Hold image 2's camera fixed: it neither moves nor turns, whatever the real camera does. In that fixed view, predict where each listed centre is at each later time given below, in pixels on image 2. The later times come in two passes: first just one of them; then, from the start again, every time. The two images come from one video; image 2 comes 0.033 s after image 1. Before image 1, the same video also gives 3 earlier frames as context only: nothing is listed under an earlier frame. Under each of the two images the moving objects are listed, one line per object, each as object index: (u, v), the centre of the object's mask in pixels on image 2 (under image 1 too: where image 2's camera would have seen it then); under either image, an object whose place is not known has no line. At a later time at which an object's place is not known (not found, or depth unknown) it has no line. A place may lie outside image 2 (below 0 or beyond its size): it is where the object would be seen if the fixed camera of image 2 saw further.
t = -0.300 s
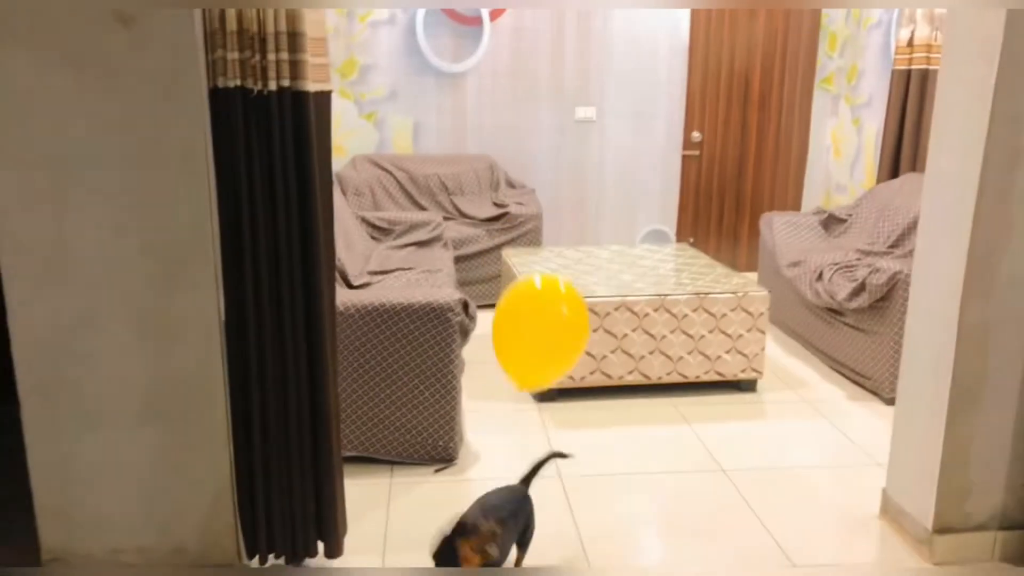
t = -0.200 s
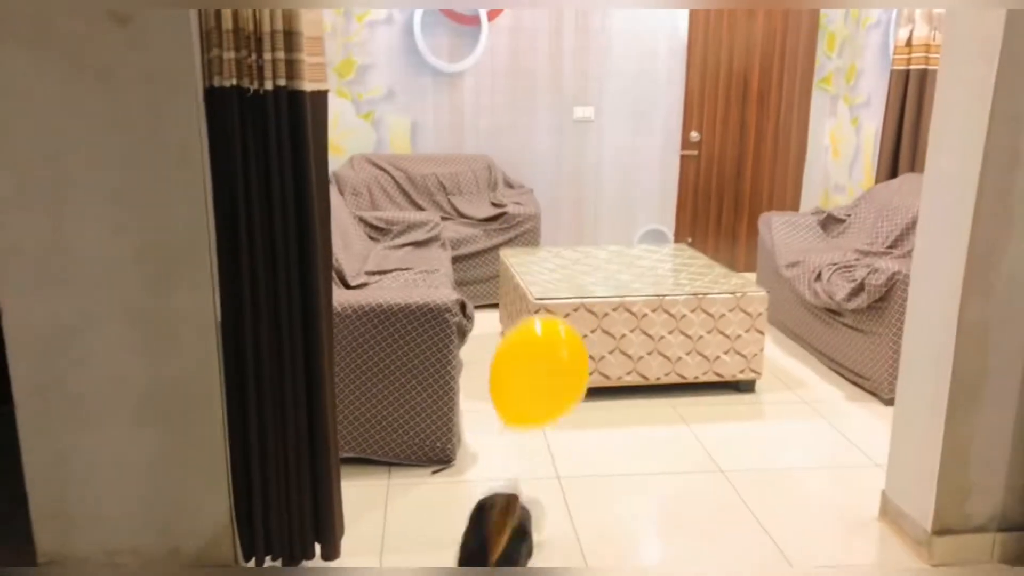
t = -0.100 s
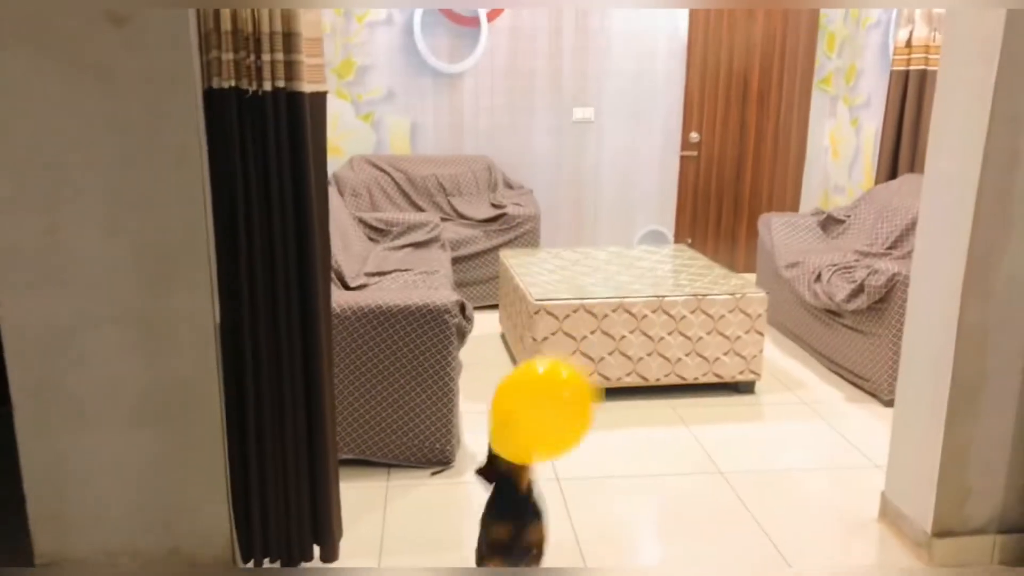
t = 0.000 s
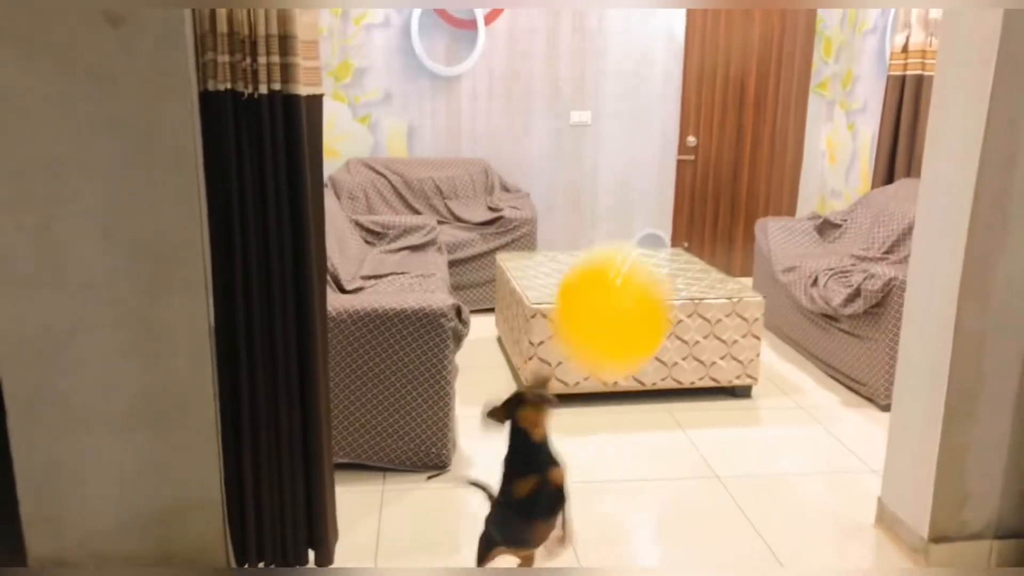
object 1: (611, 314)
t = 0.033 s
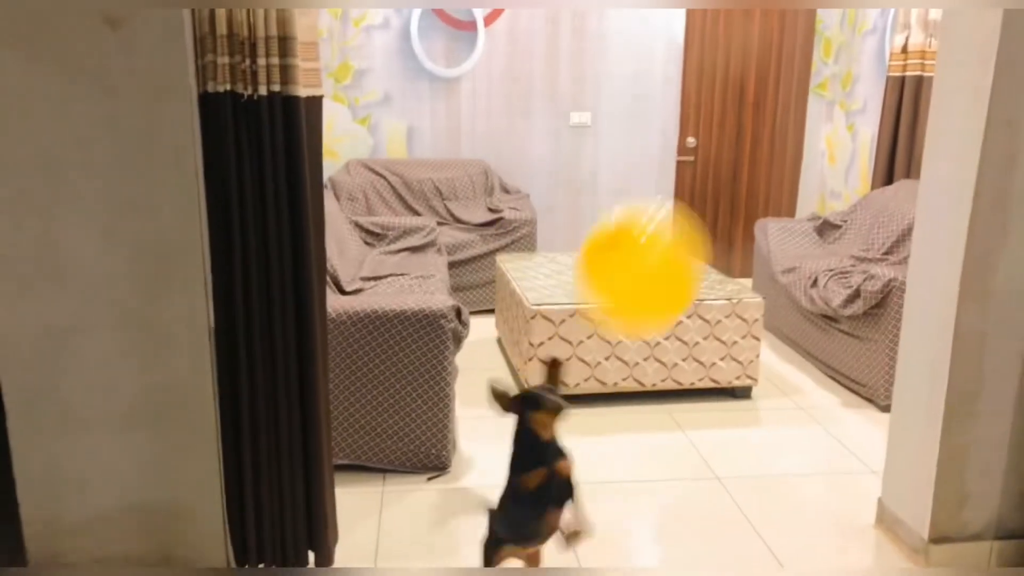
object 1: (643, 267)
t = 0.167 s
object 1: (764, 129)
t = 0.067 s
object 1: (676, 223)
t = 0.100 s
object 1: (706, 188)
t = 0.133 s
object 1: (734, 158)
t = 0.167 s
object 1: (764, 129)
